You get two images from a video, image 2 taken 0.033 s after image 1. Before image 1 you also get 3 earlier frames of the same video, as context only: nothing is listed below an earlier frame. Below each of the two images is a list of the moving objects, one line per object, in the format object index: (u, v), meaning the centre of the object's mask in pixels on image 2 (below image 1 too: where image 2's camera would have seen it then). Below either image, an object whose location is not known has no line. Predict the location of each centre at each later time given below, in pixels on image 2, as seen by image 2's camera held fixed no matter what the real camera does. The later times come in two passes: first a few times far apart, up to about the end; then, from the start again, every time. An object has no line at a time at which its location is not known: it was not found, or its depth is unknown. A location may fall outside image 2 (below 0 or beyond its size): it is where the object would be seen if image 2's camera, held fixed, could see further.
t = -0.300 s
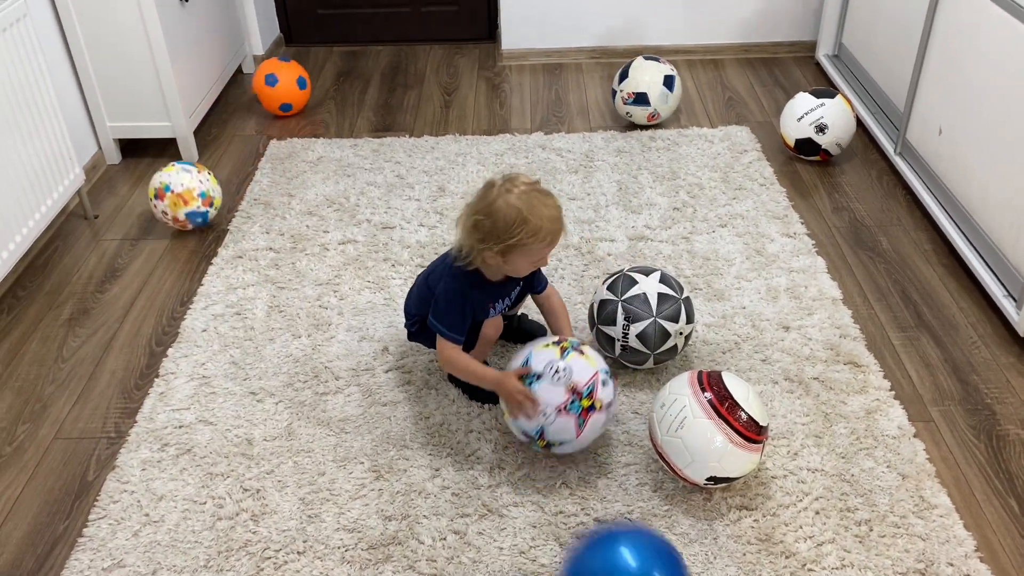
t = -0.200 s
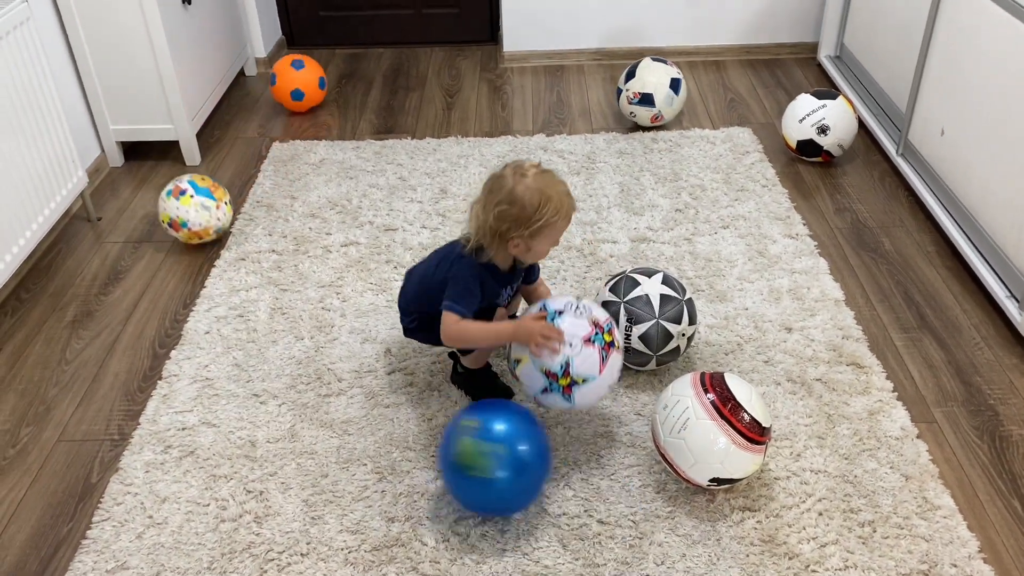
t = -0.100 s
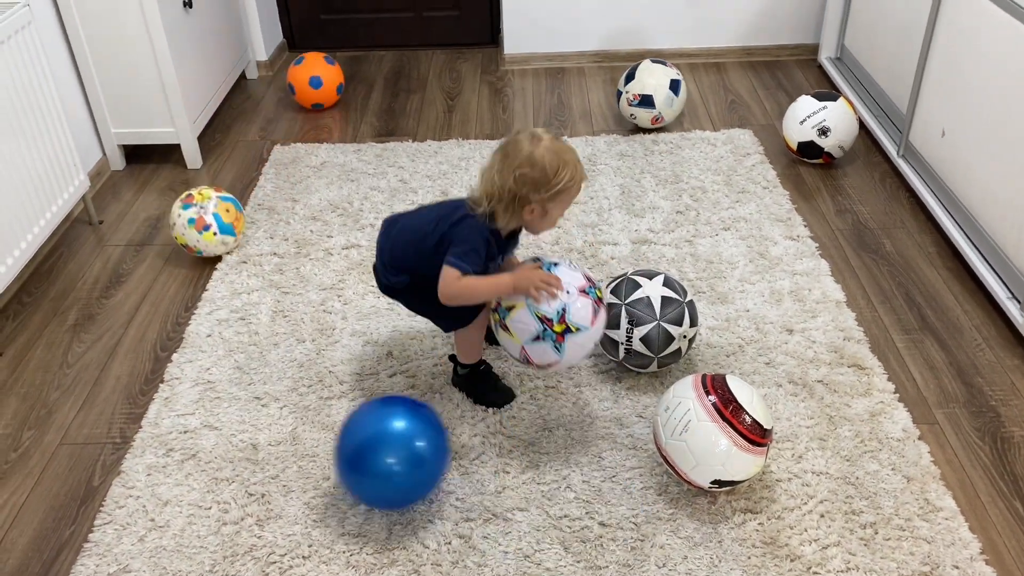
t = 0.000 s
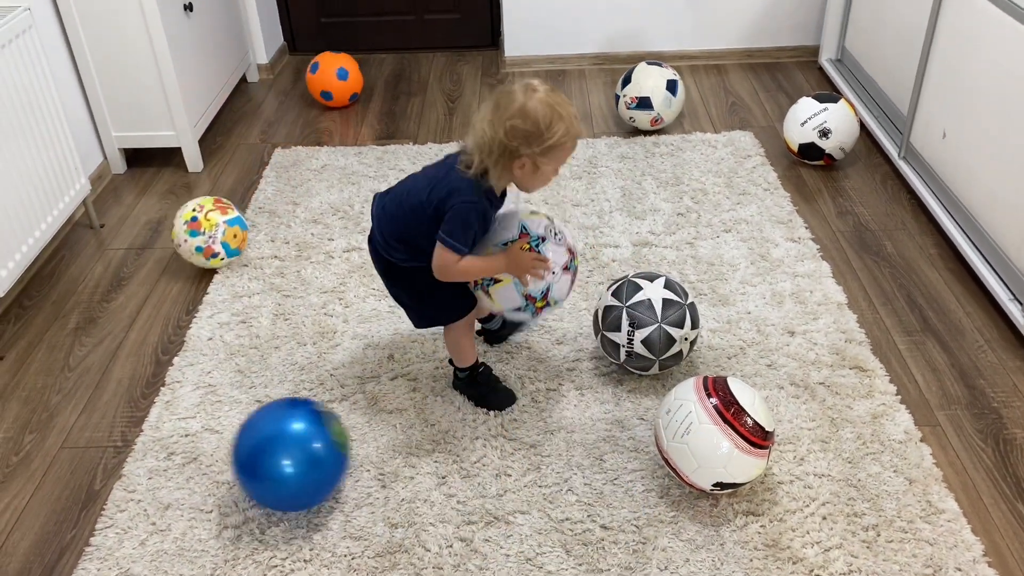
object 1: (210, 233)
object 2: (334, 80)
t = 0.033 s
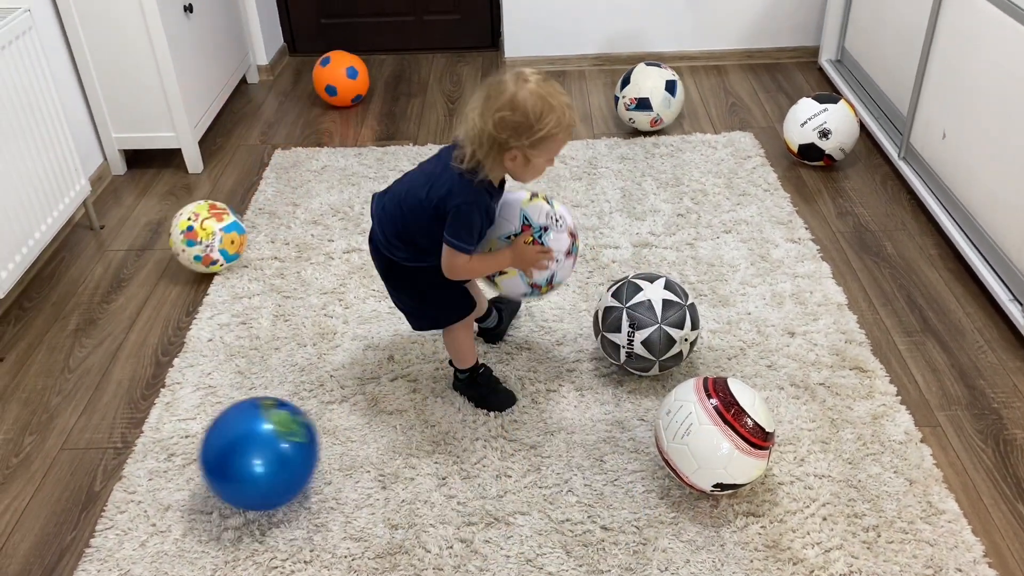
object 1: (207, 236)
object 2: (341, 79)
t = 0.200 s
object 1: (179, 248)
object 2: (370, 71)
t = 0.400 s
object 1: (147, 262)
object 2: (398, 65)
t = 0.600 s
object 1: (107, 285)
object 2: (423, 60)
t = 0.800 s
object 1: (59, 317)
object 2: (447, 56)
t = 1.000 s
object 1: (29, 344)
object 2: (476, 54)
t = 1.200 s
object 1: (21, 366)
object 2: (488, 57)
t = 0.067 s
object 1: (203, 240)
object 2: (347, 77)
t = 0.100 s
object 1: (197, 242)
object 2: (354, 75)
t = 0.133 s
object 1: (190, 244)
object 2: (360, 73)
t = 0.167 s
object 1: (185, 246)
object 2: (365, 72)
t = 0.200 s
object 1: (179, 248)
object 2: (370, 71)
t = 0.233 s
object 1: (174, 250)
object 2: (375, 70)
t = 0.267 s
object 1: (169, 252)
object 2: (380, 69)
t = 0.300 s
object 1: (163, 254)
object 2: (385, 68)
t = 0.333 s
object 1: (158, 256)
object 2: (389, 67)
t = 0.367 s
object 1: (153, 259)
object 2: (394, 66)
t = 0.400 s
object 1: (147, 262)
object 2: (398, 65)
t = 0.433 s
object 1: (141, 265)
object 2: (403, 64)
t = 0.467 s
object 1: (134, 269)
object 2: (407, 63)
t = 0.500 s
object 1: (128, 272)
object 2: (410, 62)
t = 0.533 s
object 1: (121, 276)
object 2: (415, 61)
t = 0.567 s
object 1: (114, 280)
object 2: (419, 60)
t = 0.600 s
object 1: (107, 285)
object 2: (423, 60)
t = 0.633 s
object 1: (99, 290)
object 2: (426, 59)
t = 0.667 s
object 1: (90, 296)
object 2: (430, 58)
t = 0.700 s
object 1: (82, 301)
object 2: (434, 57)
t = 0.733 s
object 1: (74, 306)
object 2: (438, 57)
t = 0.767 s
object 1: (66, 311)
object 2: (442, 56)
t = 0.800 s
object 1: (59, 317)
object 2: (447, 56)
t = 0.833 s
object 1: (52, 321)
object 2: (451, 55)
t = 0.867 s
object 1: (46, 326)
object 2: (455, 55)
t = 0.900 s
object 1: (40, 330)
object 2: (460, 54)
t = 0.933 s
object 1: (35, 335)
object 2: (465, 54)
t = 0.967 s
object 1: (31, 339)
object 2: (470, 54)
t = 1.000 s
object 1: (29, 344)
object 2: (476, 54)
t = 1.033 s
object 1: (26, 348)
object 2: (481, 54)
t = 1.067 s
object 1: (25, 352)
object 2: (486, 53)
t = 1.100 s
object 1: (23, 356)
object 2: (487, 55)
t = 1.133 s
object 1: (22, 360)
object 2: (487, 56)
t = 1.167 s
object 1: (21, 363)
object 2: (487, 57)
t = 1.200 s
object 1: (21, 366)
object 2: (488, 57)
